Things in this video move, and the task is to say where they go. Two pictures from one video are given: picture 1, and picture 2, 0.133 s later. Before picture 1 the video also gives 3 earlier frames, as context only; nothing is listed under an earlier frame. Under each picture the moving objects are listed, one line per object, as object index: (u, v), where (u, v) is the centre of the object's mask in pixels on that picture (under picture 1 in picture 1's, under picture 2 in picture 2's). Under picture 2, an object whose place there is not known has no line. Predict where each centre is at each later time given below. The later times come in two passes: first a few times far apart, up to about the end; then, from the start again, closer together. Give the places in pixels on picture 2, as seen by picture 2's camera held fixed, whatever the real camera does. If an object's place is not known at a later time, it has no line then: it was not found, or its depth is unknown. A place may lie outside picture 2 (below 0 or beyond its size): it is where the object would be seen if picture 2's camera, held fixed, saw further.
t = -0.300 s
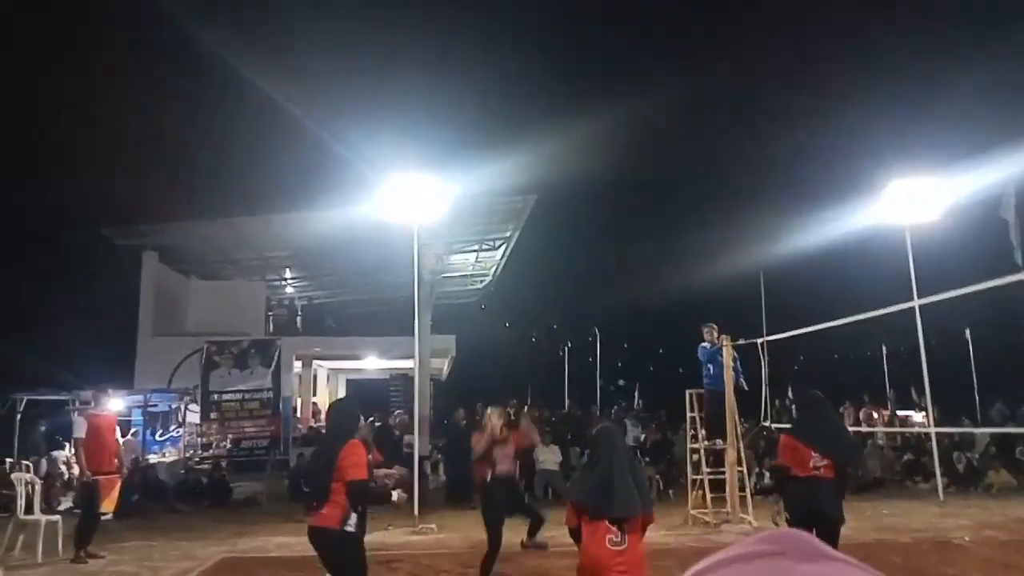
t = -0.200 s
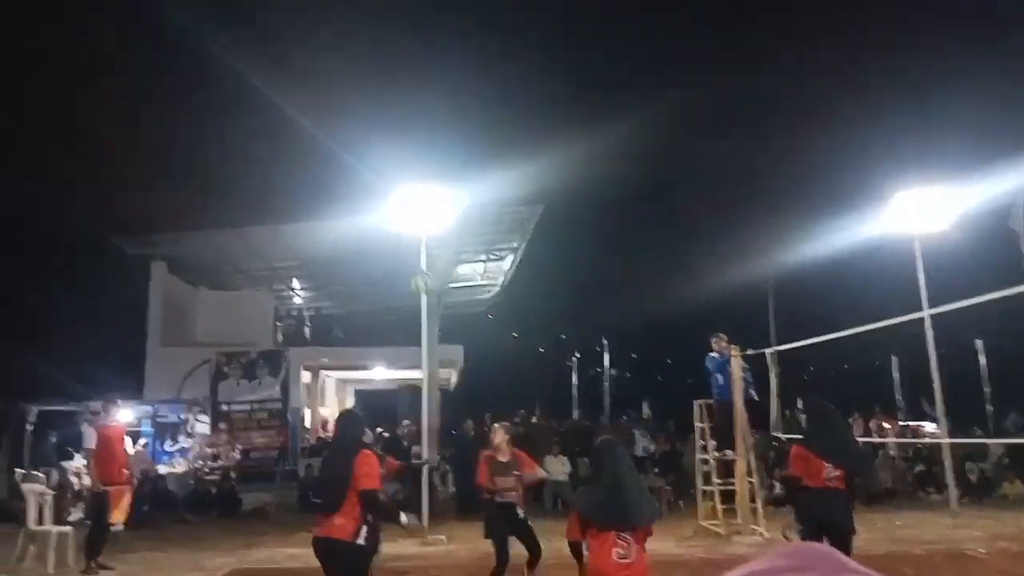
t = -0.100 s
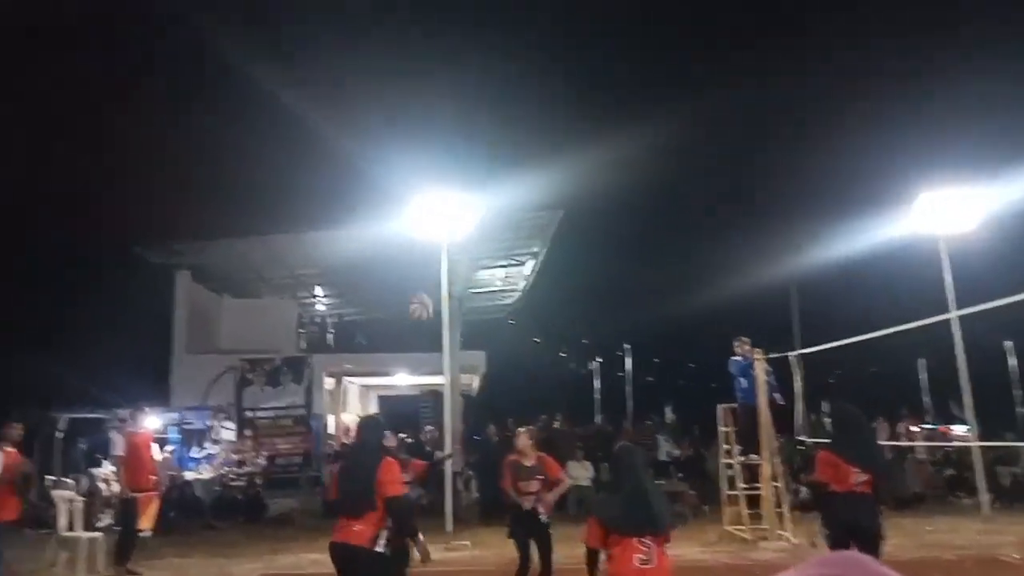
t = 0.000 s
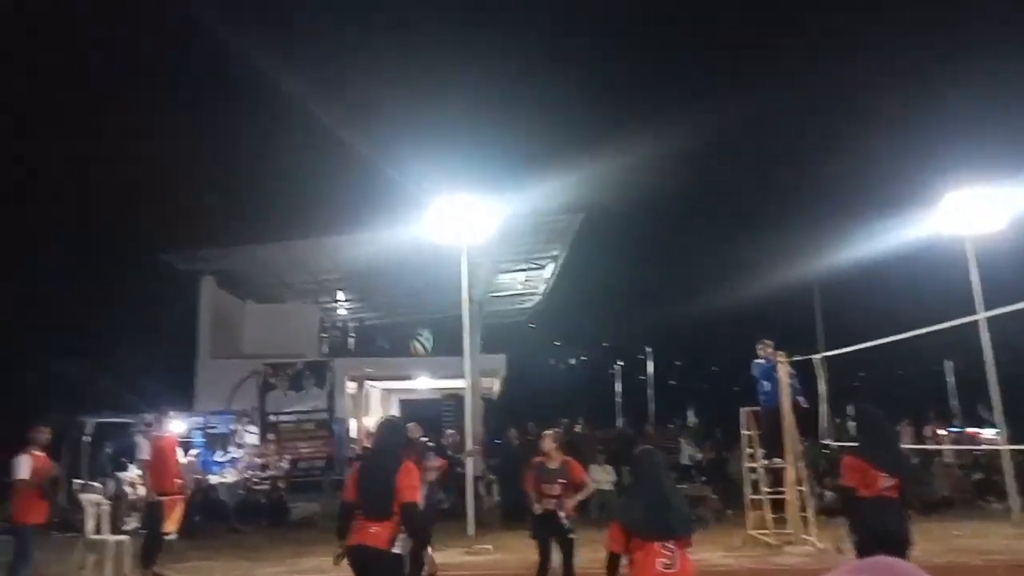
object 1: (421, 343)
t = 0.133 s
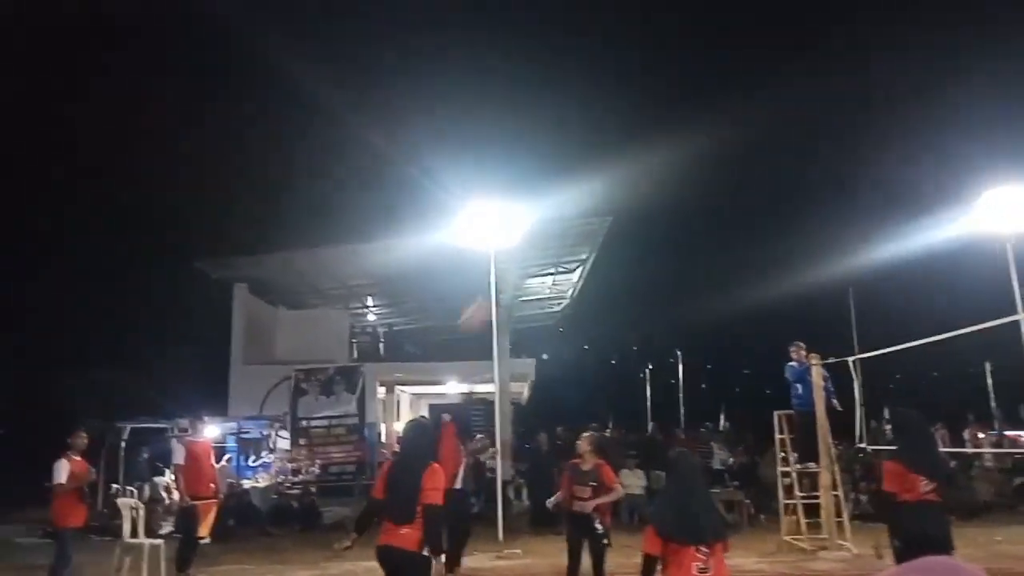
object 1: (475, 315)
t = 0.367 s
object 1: (582, 160)
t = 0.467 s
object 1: (621, 114)
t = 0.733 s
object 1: (727, 37)
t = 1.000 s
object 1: (828, 29)
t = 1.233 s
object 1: (919, 77)
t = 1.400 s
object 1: (990, 145)
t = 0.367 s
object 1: (582, 160)
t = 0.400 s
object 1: (596, 142)
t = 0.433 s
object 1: (608, 127)
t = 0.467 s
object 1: (621, 114)
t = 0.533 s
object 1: (649, 88)
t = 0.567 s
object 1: (662, 76)
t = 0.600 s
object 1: (674, 66)
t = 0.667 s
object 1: (701, 50)
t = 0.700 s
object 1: (714, 43)
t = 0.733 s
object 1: (727, 37)
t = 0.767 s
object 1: (738, 31)
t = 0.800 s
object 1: (751, 28)
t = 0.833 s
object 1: (764, 26)
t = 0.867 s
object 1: (778, 23)
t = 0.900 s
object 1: (790, 23)
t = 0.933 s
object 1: (801, 22)
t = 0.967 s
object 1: (814, 25)
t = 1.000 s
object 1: (828, 29)
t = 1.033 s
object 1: (841, 33)
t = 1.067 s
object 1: (852, 38)
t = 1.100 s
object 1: (865, 44)
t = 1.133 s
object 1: (877, 51)
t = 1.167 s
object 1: (891, 59)
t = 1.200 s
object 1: (905, 67)
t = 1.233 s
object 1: (919, 77)
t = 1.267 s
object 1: (932, 89)
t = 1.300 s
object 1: (945, 101)
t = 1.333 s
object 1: (960, 115)
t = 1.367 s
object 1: (976, 129)
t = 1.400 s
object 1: (990, 145)
